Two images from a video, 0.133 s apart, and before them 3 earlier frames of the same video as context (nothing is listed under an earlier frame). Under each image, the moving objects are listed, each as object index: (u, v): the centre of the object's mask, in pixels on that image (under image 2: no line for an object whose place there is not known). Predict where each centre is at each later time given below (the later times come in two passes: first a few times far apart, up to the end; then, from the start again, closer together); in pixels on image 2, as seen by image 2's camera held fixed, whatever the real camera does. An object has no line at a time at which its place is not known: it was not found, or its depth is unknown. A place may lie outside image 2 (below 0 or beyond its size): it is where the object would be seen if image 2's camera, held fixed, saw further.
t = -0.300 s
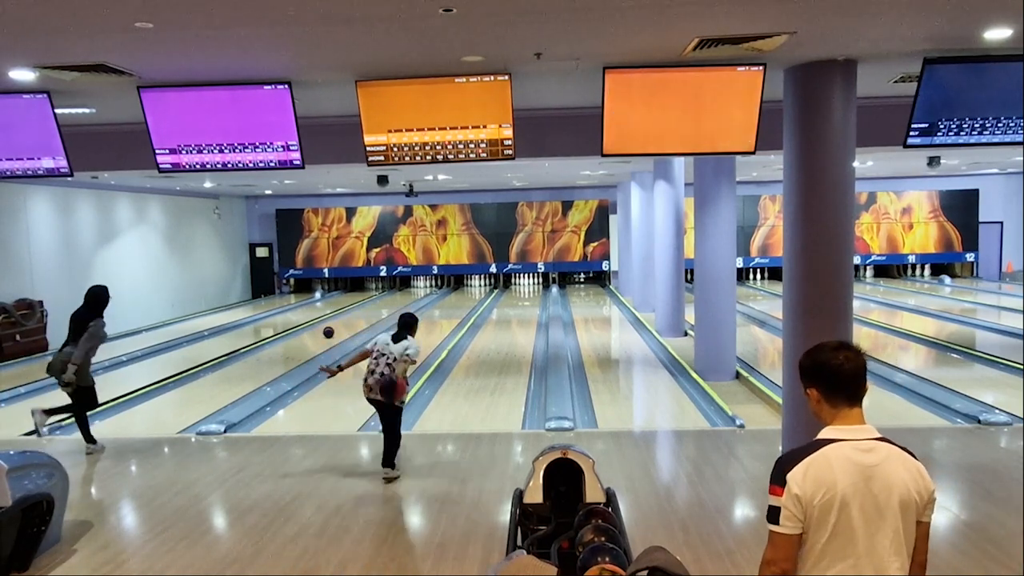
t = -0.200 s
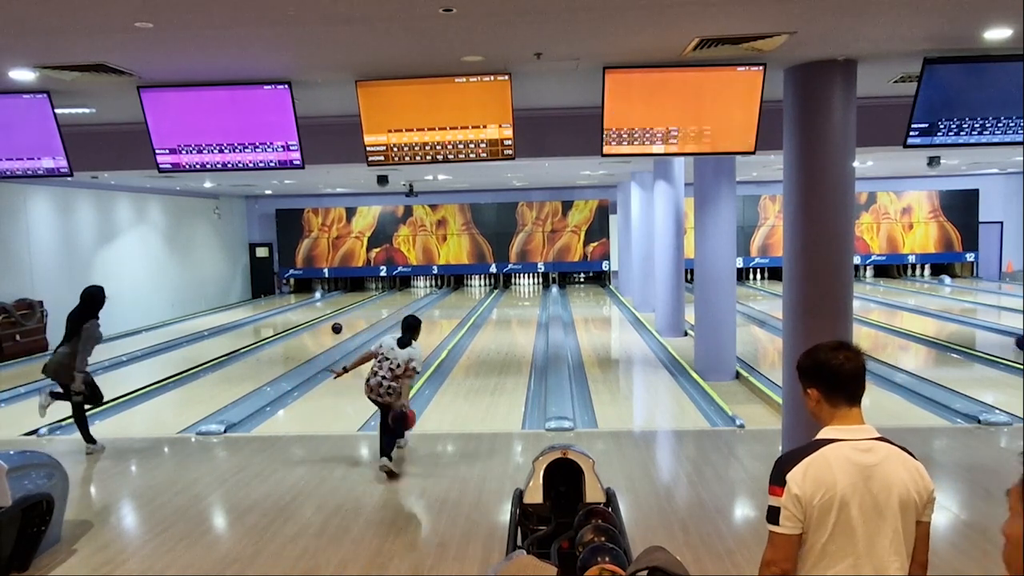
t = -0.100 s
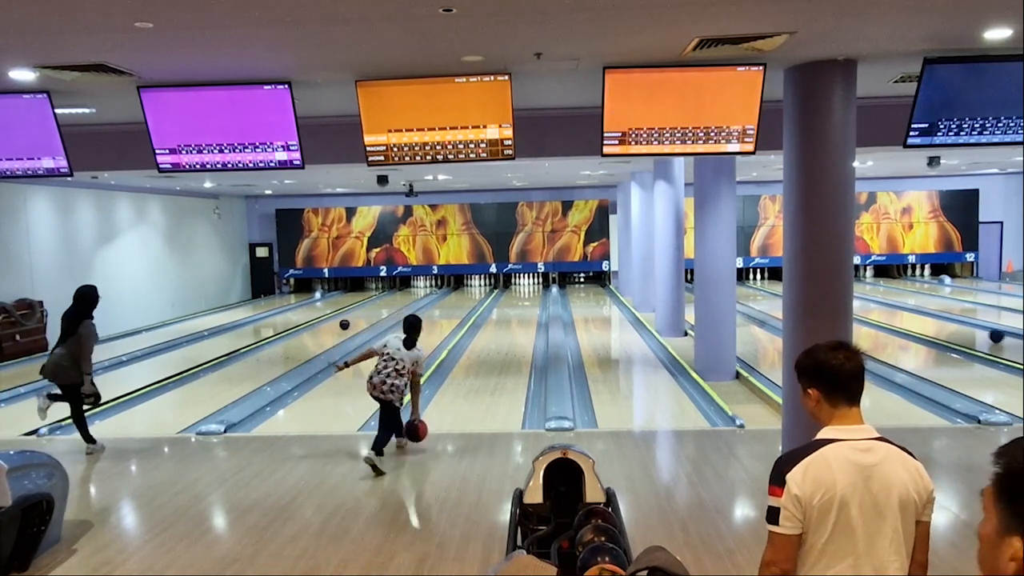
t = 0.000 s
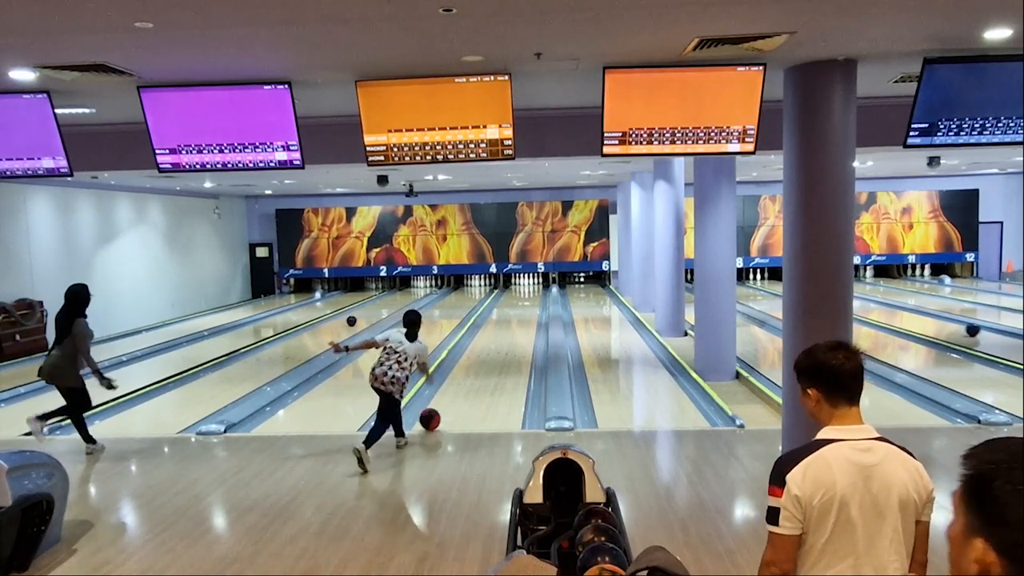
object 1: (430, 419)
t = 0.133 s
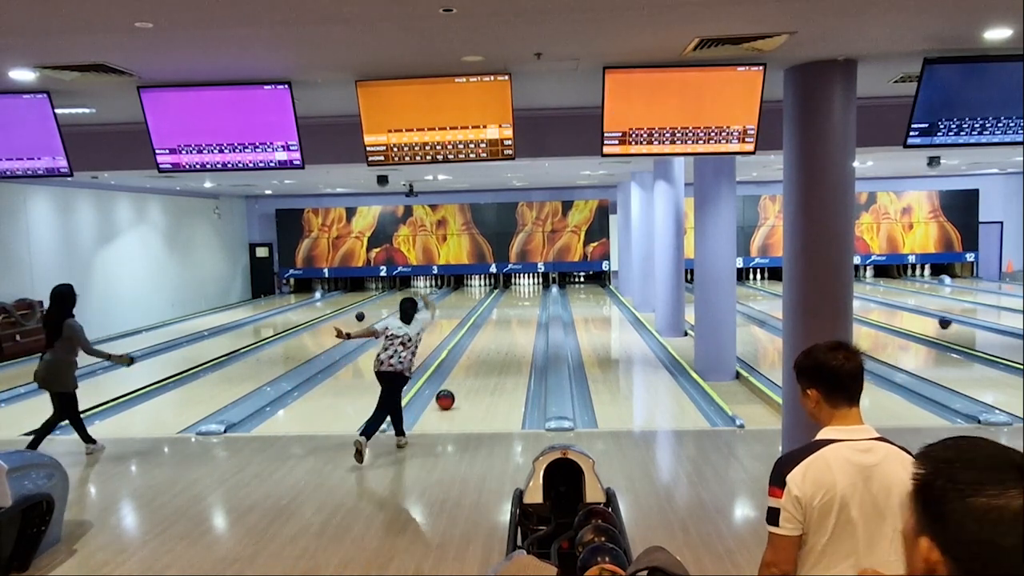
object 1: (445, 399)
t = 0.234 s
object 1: (454, 386)
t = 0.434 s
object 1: (470, 366)
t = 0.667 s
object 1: (484, 347)
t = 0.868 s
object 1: (493, 335)
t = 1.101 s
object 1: (501, 324)
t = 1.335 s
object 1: (509, 315)
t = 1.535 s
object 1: (514, 308)
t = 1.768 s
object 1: (519, 301)
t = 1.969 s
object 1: (523, 297)
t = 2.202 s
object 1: (527, 292)
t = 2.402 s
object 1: (530, 289)
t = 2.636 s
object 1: (534, 285)
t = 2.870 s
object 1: (537, 282)
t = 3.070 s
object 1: (541, 280)
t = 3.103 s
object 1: (541, 280)
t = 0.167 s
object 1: (448, 395)
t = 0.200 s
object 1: (451, 390)
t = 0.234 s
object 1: (454, 386)
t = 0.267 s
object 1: (457, 383)
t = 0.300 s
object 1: (460, 379)
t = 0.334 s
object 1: (463, 375)
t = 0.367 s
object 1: (465, 372)
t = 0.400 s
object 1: (468, 369)
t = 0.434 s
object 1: (470, 366)
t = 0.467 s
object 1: (472, 363)
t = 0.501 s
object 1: (474, 360)
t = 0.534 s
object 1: (476, 357)
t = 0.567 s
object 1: (478, 355)
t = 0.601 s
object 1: (480, 352)
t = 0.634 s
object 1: (482, 350)
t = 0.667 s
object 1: (484, 347)
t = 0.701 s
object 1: (485, 346)
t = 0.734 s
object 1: (487, 343)
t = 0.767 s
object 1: (489, 341)
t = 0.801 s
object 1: (490, 339)
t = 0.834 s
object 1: (491, 337)
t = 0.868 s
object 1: (493, 335)
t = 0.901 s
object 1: (494, 333)
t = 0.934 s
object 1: (496, 332)
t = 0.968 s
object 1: (497, 330)
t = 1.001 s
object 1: (498, 328)
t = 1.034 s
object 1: (499, 327)
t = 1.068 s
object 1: (500, 325)
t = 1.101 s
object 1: (501, 324)
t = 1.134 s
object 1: (502, 322)
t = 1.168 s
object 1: (504, 321)
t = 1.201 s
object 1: (505, 320)
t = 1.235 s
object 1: (506, 318)
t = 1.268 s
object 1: (507, 317)
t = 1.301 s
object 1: (508, 316)
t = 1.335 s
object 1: (509, 315)
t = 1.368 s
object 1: (509, 313)
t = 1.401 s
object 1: (510, 312)
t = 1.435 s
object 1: (511, 311)
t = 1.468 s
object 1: (512, 310)
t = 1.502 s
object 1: (513, 309)
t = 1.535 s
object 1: (514, 308)
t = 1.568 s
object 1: (514, 307)
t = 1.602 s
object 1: (515, 306)
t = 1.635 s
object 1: (516, 305)
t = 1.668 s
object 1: (517, 304)
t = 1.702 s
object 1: (517, 303)
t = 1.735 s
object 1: (518, 302)
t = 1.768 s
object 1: (519, 301)
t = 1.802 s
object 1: (520, 301)
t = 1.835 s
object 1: (520, 300)
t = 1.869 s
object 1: (521, 299)
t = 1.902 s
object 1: (522, 298)
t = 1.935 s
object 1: (522, 298)
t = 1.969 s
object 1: (523, 297)
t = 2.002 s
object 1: (523, 296)
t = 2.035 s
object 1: (524, 296)
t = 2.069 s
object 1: (524, 295)
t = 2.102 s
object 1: (525, 294)
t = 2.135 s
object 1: (526, 293)
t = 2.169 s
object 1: (526, 293)
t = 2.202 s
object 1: (527, 292)
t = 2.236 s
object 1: (527, 292)
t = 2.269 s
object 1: (528, 291)
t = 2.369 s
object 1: (530, 289)
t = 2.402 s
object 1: (530, 289)
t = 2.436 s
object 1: (531, 288)
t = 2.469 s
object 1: (531, 288)
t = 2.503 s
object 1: (532, 287)
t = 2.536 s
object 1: (532, 286)
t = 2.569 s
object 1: (532, 286)
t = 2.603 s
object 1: (533, 285)
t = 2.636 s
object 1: (534, 285)
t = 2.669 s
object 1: (534, 284)
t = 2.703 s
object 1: (535, 284)
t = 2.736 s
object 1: (535, 284)
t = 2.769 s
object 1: (536, 284)
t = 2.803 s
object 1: (537, 283)
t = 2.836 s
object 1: (537, 282)
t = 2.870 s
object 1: (537, 282)
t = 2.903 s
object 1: (538, 282)
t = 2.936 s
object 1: (538, 281)
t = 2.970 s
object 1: (540, 281)
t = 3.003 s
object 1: (541, 281)
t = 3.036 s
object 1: (541, 279)
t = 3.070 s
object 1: (541, 280)
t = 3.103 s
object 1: (541, 280)
